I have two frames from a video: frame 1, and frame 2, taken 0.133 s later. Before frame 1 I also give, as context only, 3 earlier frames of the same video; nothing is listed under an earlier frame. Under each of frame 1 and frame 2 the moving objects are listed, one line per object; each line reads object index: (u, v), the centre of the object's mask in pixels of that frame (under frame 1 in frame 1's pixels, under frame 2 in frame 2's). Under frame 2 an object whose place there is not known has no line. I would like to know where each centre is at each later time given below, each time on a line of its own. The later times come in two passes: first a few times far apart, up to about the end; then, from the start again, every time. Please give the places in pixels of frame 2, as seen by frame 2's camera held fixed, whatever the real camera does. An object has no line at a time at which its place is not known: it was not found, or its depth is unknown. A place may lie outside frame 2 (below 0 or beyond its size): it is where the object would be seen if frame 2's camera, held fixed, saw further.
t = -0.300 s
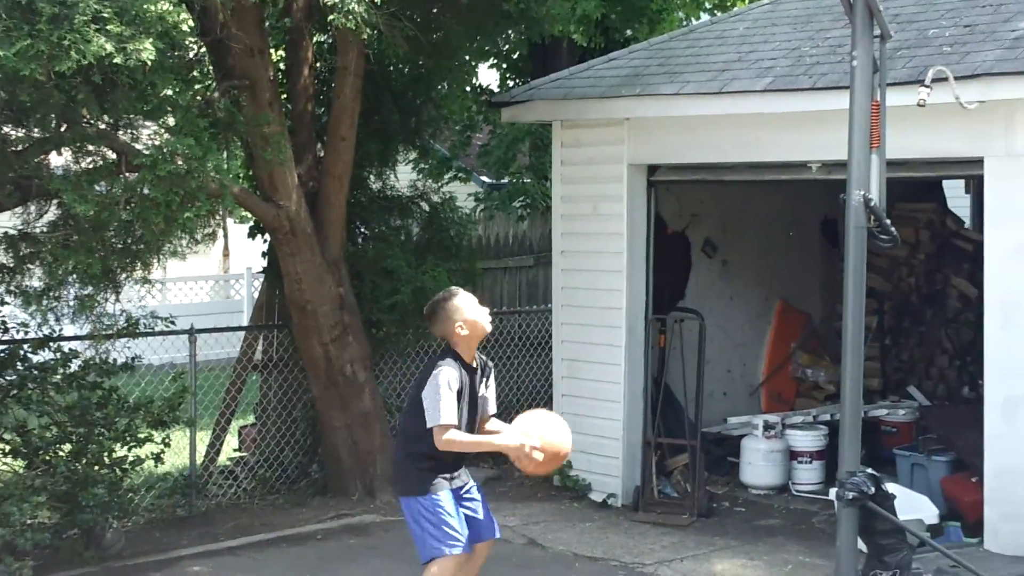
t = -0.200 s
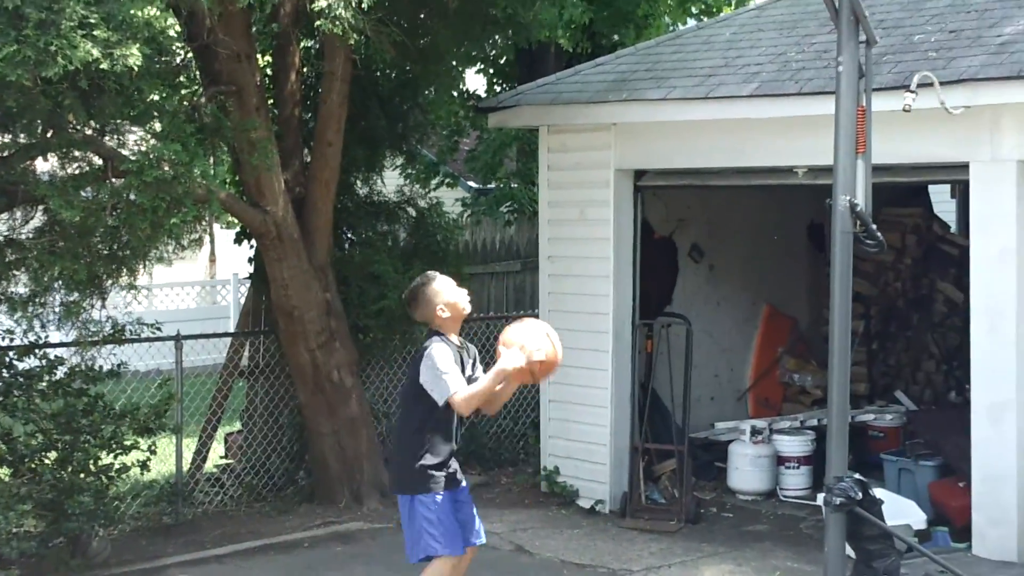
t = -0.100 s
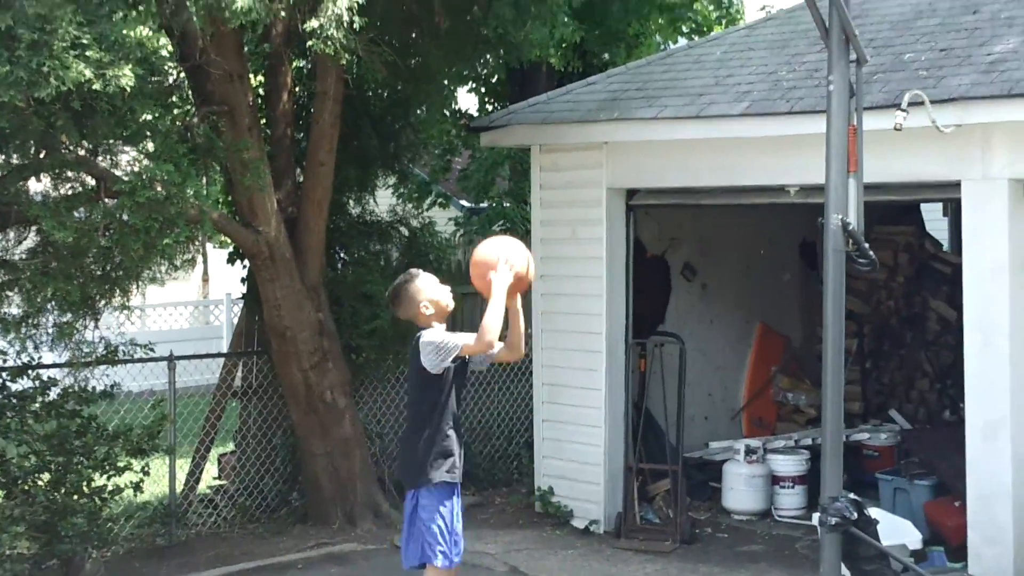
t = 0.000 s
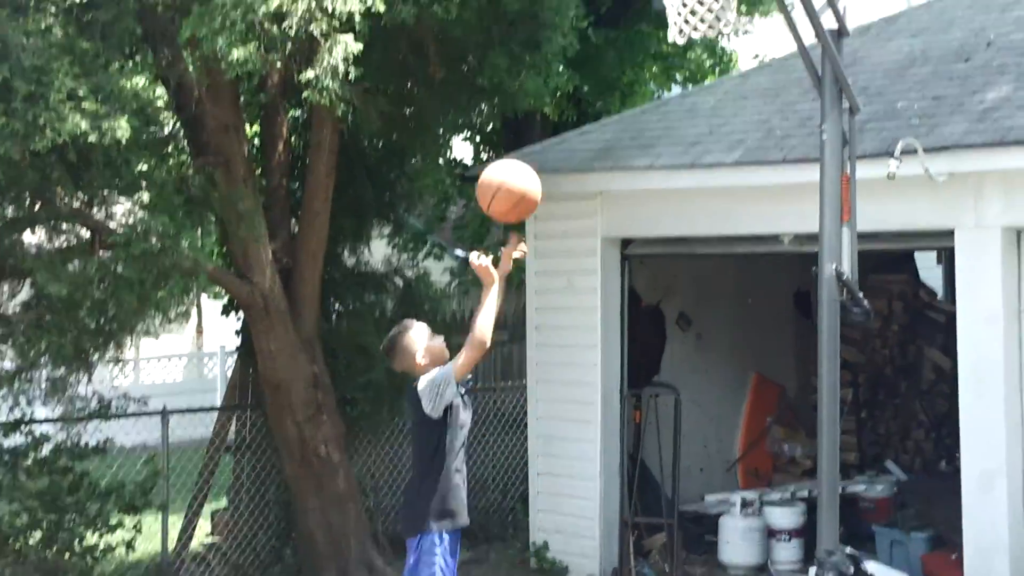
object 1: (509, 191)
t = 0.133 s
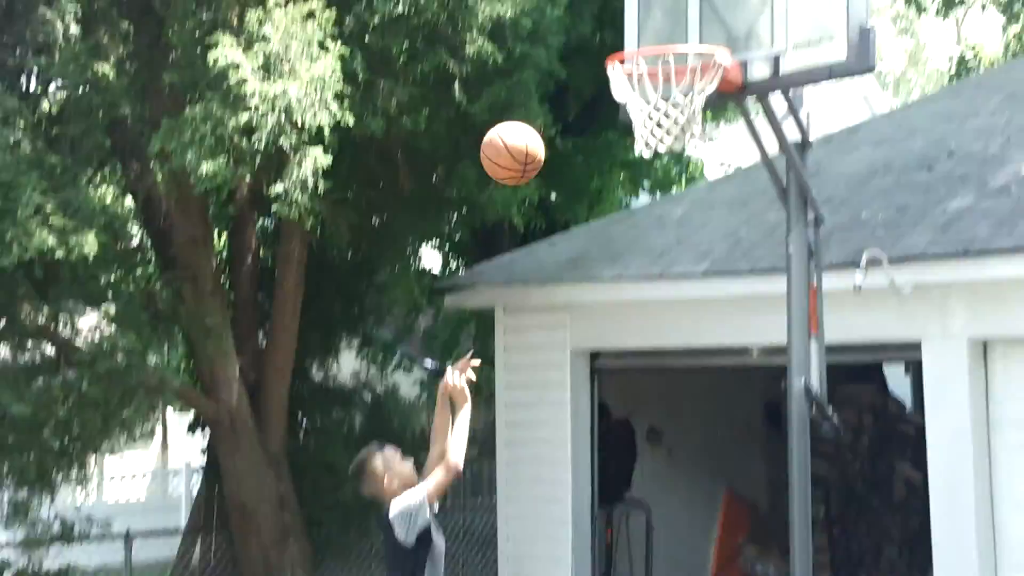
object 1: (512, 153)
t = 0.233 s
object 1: (536, 61)
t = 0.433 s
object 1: (596, -12)
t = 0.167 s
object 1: (520, 115)
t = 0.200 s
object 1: (530, 86)
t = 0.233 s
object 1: (536, 61)
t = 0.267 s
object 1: (553, 40)
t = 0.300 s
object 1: (560, 25)
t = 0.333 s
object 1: (564, 11)
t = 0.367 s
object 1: (580, 1)
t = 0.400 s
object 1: (587, -7)
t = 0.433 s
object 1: (596, -12)
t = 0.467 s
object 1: (604, -15)
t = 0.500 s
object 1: (614, -17)
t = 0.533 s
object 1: (625, -11)
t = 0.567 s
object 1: (631, -5)
